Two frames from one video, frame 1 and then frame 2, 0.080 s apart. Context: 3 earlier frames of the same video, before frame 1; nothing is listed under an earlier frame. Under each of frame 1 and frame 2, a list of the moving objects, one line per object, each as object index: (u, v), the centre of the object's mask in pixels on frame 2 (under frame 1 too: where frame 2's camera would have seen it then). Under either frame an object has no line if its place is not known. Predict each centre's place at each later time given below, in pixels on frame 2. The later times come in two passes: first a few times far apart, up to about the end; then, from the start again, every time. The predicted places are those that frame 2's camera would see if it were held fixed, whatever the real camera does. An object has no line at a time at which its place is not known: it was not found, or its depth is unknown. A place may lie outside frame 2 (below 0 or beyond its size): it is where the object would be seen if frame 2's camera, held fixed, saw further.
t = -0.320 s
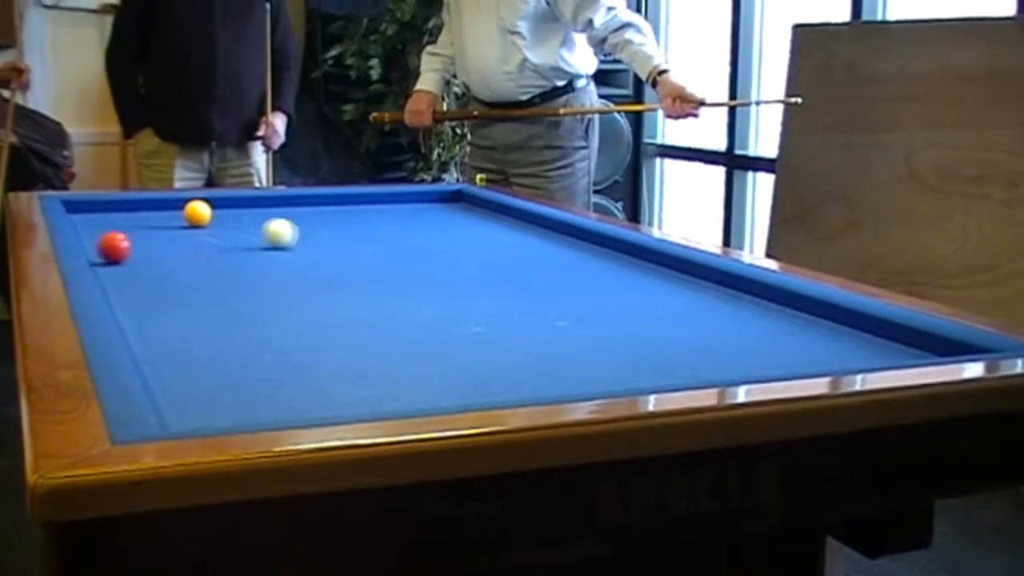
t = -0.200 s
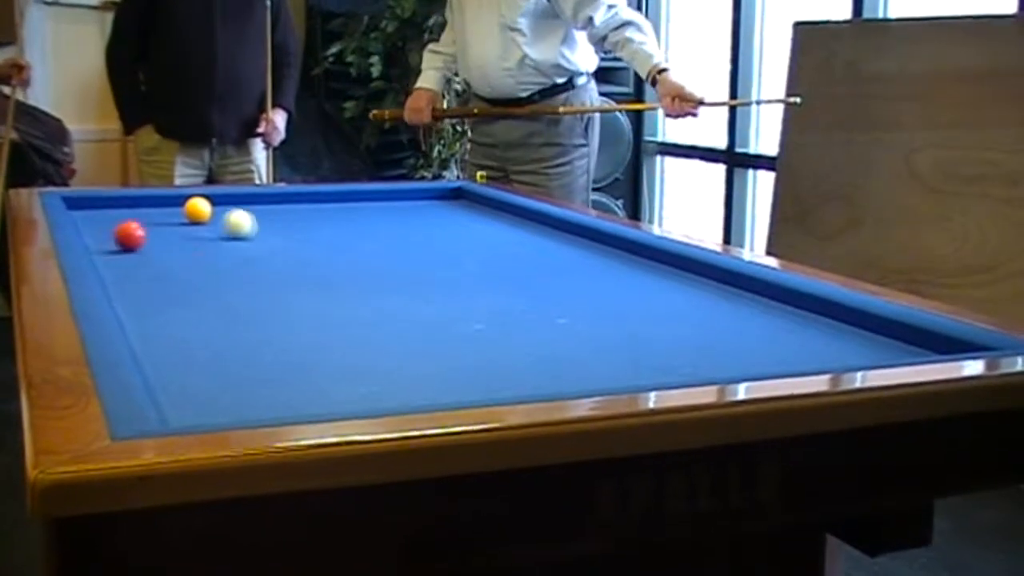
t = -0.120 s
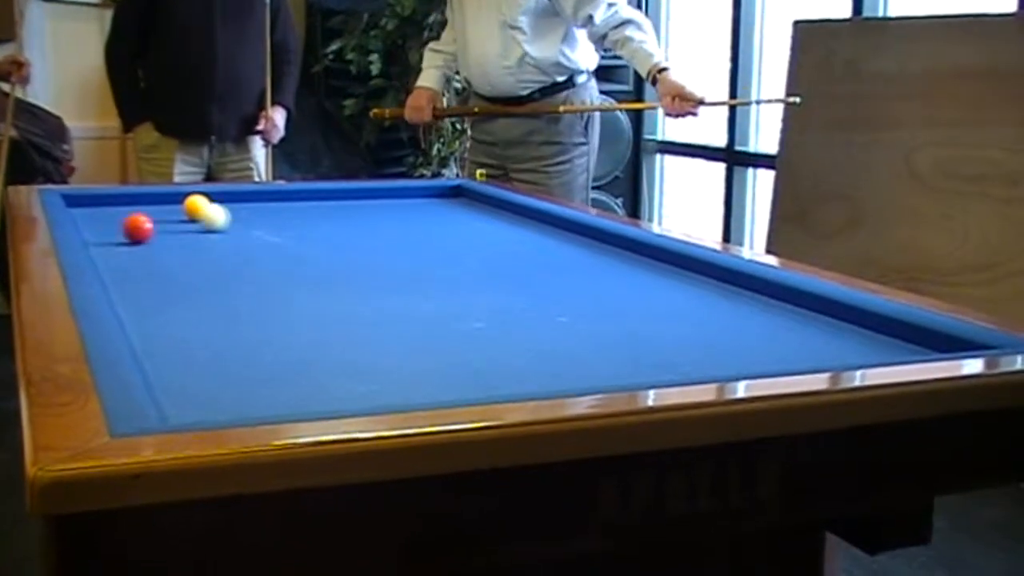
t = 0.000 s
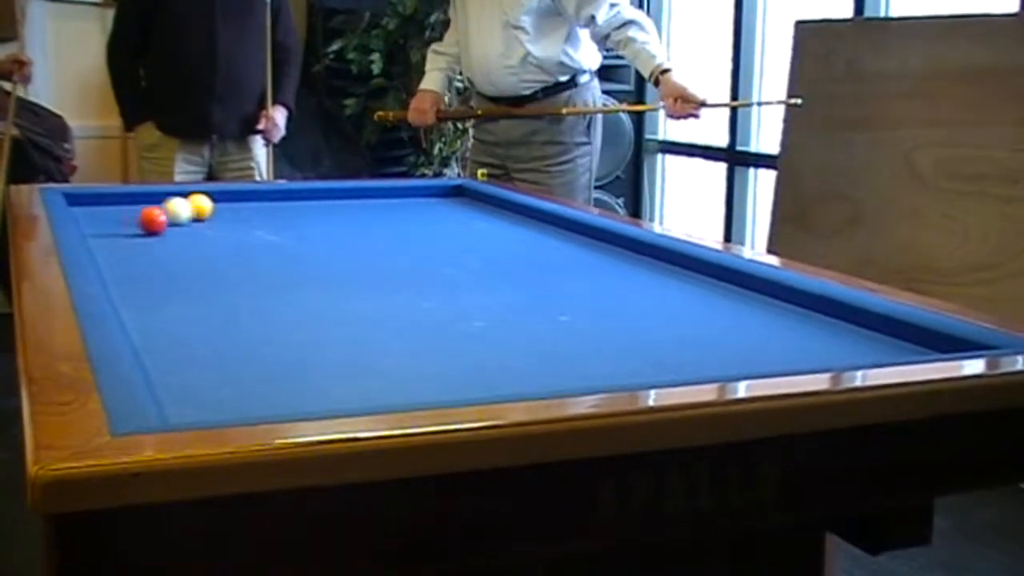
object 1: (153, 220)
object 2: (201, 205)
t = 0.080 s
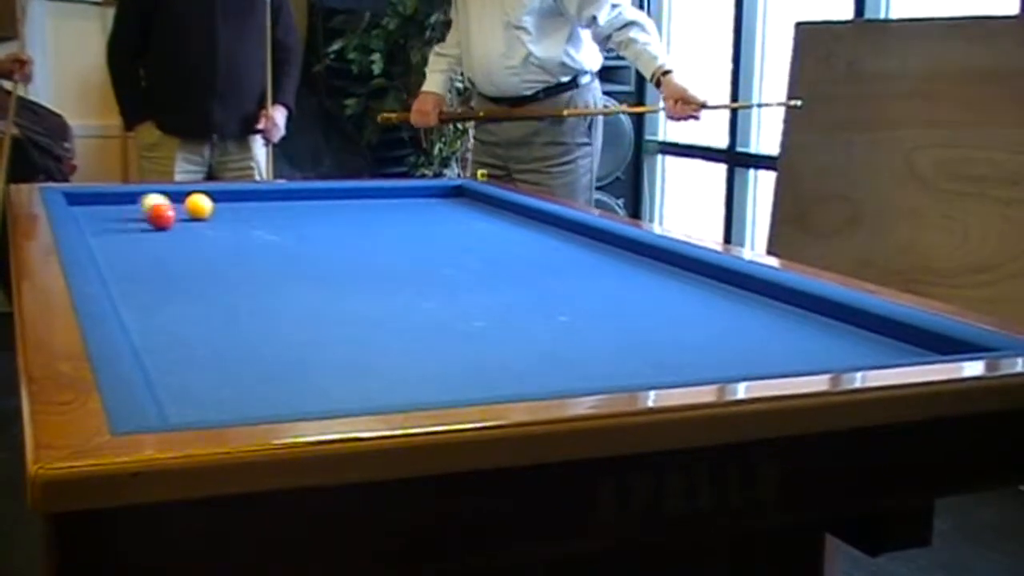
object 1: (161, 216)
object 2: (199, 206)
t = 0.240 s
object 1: (173, 208)
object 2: (201, 206)
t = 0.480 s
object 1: (157, 201)
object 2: (234, 202)
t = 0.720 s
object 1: (146, 193)
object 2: (264, 199)
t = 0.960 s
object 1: (146, 195)
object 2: (291, 196)
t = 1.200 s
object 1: (159, 198)
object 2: (317, 194)
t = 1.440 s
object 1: (172, 201)
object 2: (340, 192)
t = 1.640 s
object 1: (184, 204)
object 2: (359, 190)
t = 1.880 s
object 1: (196, 206)
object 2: (378, 189)
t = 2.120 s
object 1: (209, 209)
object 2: (398, 190)
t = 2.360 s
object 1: (222, 212)
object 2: (416, 191)
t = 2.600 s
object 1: (235, 214)
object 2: (433, 191)
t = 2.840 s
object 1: (247, 218)
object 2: (449, 191)
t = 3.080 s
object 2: (465, 192)
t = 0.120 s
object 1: (166, 214)
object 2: (199, 206)
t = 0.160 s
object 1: (169, 212)
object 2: (199, 206)
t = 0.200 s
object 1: (172, 209)
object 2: (199, 206)
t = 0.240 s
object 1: (173, 208)
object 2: (201, 206)
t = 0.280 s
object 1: (170, 206)
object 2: (208, 205)
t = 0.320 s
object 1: (167, 206)
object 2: (213, 204)
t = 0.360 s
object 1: (165, 204)
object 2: (219, 203)
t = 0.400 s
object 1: (162, 203)
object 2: (224, 203)
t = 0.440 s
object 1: (159, 202)
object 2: (229, 203)
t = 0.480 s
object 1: (157, 201)
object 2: (234, 202)
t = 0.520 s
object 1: (154, 201)
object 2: (239, 202)
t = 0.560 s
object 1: (151, 200)
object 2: (244, 201)
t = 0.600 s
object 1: (149, 199)
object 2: (250, 201)
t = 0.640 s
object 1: (147, 197)
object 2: (255, 200)
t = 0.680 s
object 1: (146, 196)
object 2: (259, 200)
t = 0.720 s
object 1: (146, 193)
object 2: (264, 199)
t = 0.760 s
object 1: (142, 188)
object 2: (269, 199)
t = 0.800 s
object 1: (136, 189)
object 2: (273, 198)
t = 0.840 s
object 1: (138, 191)
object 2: (278, 198)
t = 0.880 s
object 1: (141, 192)
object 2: (283, 197)
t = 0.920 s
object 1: (143, 194)
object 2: (287, 197)
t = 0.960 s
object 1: (146, 195)
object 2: (291, 196)
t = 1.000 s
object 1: (148, 196)
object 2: (296, 196)
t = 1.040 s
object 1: (150, 196)
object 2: (300, 196)
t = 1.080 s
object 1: (152, 197)
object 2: (304, 195)
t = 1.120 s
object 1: (154, 197)
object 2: (309, 195)
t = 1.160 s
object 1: (157, 198)
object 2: (313, 194)
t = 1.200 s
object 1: (159, 198)
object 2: (317, 194)
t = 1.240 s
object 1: (161, 199)
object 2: (321, 194)
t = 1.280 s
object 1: (163, 199)
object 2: (325, 193)
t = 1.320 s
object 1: (166, 200)
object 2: (329, 193)
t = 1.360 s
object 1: (168, 200)
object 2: (333, 192)
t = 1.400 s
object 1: (171, 201)
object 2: (336, 192)
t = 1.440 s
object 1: (172, 201)
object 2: (340, 192)
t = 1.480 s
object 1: (175, 202)
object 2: (344, 191)
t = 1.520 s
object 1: (177, 202)
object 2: (348, 191)
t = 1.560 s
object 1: (179, 203)
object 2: (351, 190)
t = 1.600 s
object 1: (182, 203)
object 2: (355, 190)
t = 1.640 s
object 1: (184, 204)
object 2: (359, 190)
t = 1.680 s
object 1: (186, 204)
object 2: (362, 189)
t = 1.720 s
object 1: (188, 204)
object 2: (366, 189)
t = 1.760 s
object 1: (190, 205)
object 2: (369, 189)
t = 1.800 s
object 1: (193, 205)
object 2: (373, 189)
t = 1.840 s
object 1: (195, 205)
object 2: (376, 189)
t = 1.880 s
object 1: (196, 206)
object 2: (378, 189)
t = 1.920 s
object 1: (199, 206)
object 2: (382, 189)
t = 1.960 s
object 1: (201, 207)
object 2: (385, 189)
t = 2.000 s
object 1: (203, 207)
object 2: (388, 189)
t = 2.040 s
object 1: (205, 208)
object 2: (392, 189)
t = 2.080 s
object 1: (207, 208)
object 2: (395, 190)
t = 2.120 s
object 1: (209, 209)
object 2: (398, 190)
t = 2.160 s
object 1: (212, 209)
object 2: (401, 190)
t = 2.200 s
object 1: (214, 210)
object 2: (404, 190)
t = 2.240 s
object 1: (216, 210)
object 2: (407, 190)
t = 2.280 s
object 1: (218, 211)
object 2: (410, 190)
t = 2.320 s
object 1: (220, 211)
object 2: (412, 190)
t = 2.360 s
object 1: (222, 212)
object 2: (416, 191)
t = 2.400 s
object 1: (225, 212)
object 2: (418, 191)
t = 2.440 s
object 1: (227, 213)
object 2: (421, 191)
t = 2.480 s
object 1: (229, 213)
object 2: (424, 191)
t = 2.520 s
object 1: (231, 213)
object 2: (427, 190)
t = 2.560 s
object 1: (233, 214)
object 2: (430, 191)
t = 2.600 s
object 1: (235, 214)
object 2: (433, 191)
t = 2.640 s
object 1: (237, 215)
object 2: (436, 190)
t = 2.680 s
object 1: (239, 216)
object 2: (438, 191)
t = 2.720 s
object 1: (241, 216)
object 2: (441, 191)
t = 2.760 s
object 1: (243, 217)
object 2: (444, 191)
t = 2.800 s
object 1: (245, 217)
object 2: (446, 190)
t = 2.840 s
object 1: (247, 218)
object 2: (449, 191)
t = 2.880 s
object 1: (250, 218)
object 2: (452, 191)
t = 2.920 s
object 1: (251, 218)
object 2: (455, 191)
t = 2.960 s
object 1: (254, 219)
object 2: (457, 192)
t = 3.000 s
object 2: (460, 192)
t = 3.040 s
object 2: (463, 192)
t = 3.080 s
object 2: (465, 192)
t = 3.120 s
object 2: (467, 192)
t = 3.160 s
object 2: (469, 193)
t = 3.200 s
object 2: (469, 193)
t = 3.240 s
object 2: (469, 193)
